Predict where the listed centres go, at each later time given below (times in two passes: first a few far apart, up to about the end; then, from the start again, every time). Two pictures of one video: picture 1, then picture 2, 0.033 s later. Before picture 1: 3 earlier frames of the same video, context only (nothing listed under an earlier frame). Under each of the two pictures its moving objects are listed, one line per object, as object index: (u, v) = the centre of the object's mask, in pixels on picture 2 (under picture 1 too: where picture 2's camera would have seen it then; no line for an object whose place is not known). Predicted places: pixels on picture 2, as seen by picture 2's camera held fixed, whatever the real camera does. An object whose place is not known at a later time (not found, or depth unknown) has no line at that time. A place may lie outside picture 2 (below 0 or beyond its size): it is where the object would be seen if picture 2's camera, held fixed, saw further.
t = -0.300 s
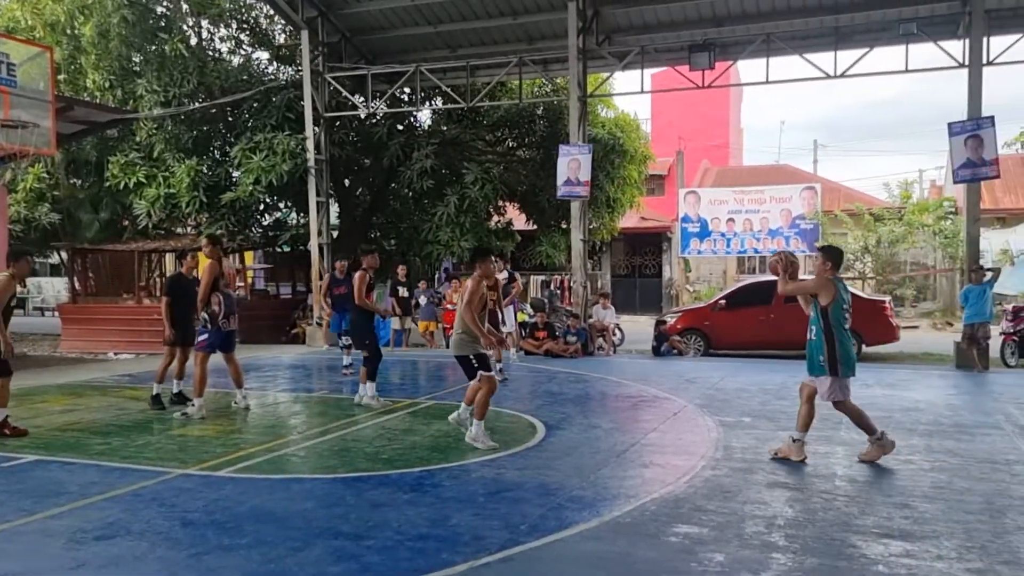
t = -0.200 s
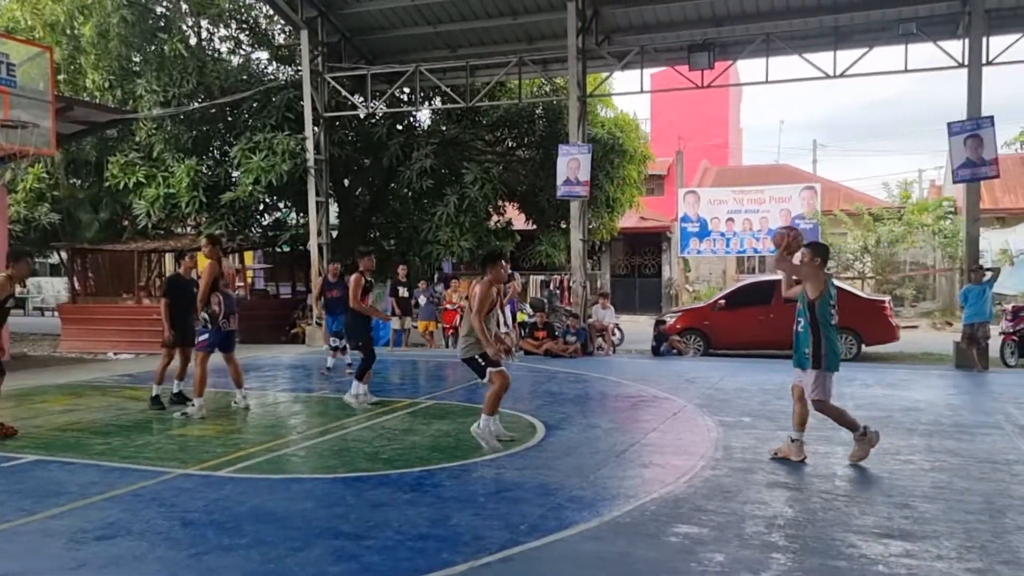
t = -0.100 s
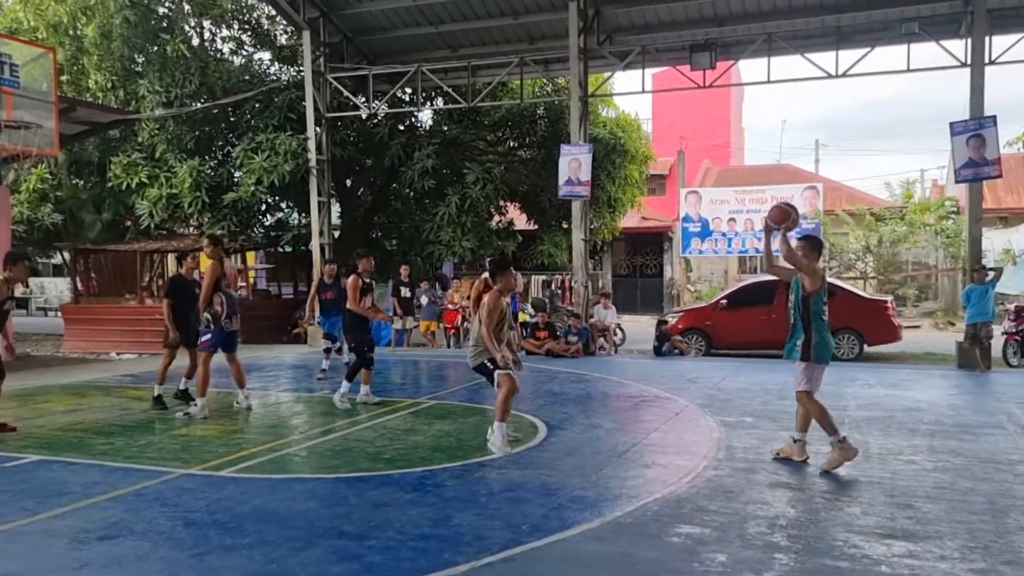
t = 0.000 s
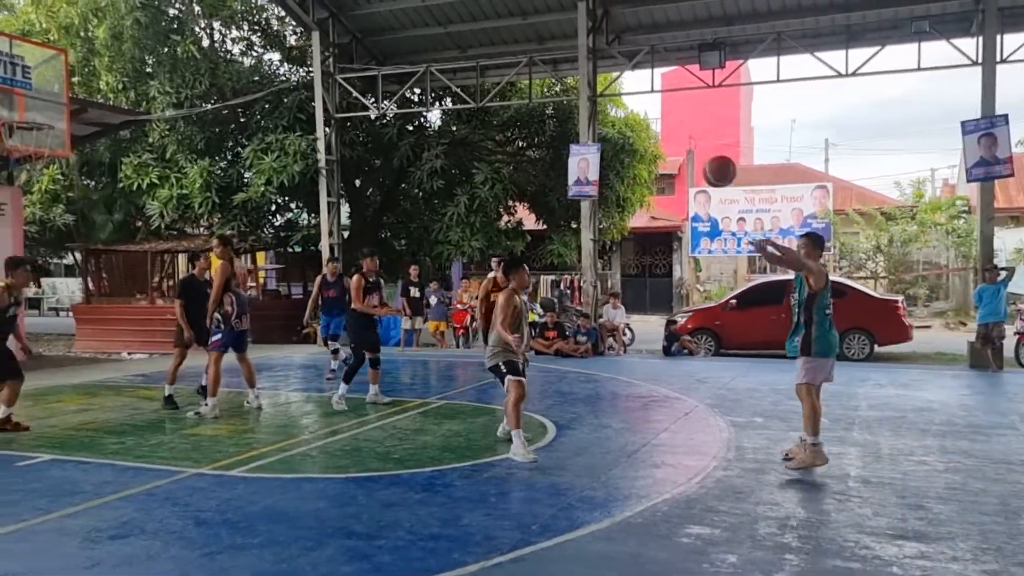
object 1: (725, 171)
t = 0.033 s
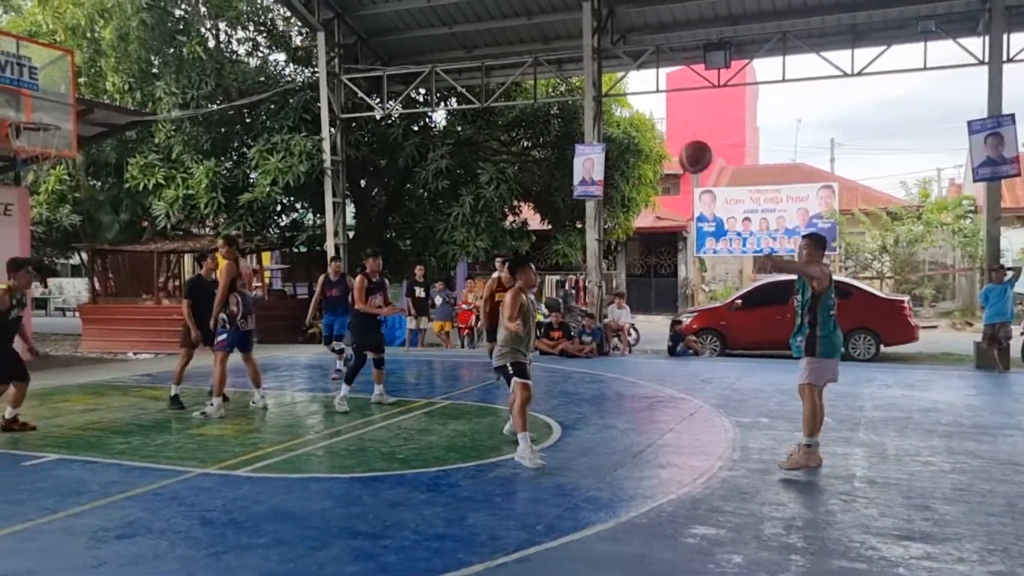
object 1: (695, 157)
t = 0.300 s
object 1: (399, 79)
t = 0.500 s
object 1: (69, 87)
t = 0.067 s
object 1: (665, 143)
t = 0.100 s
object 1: (633, 131)
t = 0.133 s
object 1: (597, 119)
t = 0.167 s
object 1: (562, 109)
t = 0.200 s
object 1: (525, 100)
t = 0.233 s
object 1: (484, 91)
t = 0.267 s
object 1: (443, 84)
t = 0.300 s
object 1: (399, 79)
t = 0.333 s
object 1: (352, 76)
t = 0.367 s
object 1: (303, 73)
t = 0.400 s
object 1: (248, 73)
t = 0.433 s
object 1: (194, 75)
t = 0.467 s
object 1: (133, 79)
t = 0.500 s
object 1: (69, 87)
